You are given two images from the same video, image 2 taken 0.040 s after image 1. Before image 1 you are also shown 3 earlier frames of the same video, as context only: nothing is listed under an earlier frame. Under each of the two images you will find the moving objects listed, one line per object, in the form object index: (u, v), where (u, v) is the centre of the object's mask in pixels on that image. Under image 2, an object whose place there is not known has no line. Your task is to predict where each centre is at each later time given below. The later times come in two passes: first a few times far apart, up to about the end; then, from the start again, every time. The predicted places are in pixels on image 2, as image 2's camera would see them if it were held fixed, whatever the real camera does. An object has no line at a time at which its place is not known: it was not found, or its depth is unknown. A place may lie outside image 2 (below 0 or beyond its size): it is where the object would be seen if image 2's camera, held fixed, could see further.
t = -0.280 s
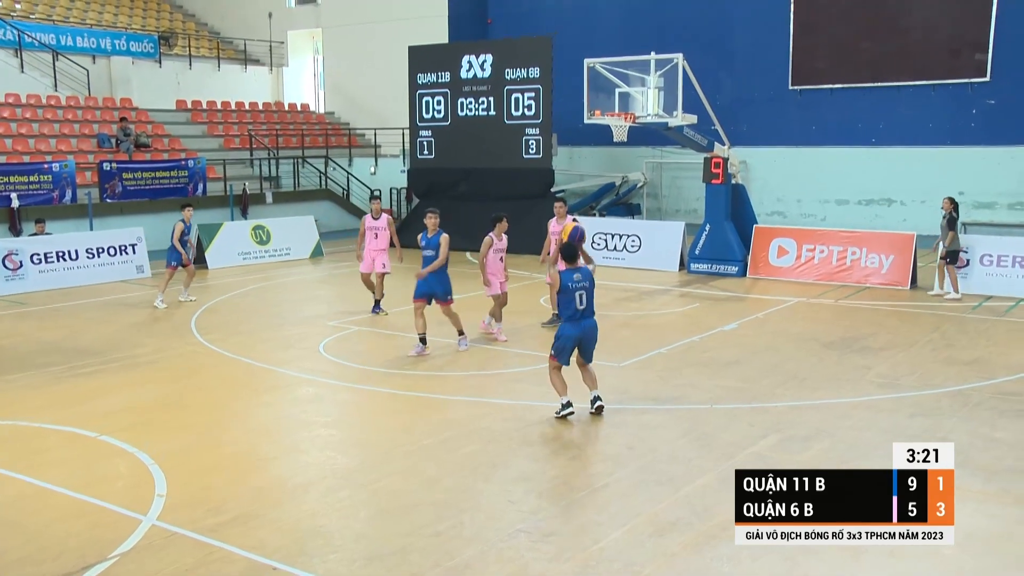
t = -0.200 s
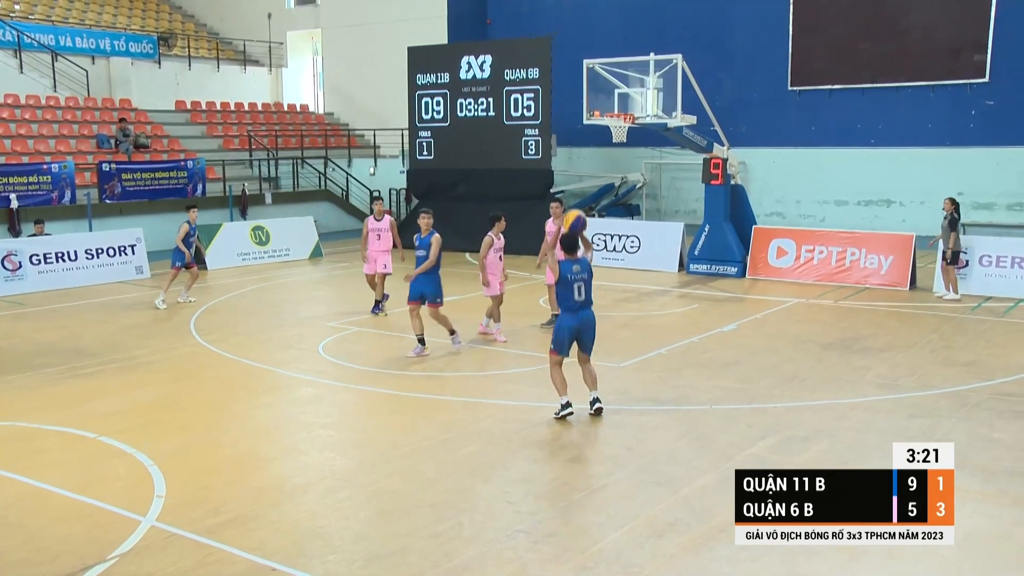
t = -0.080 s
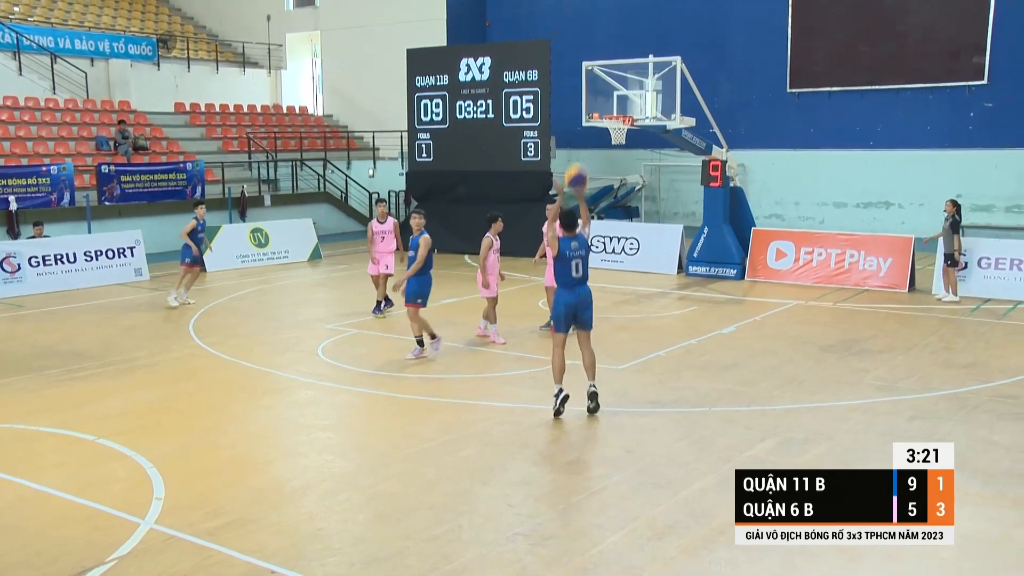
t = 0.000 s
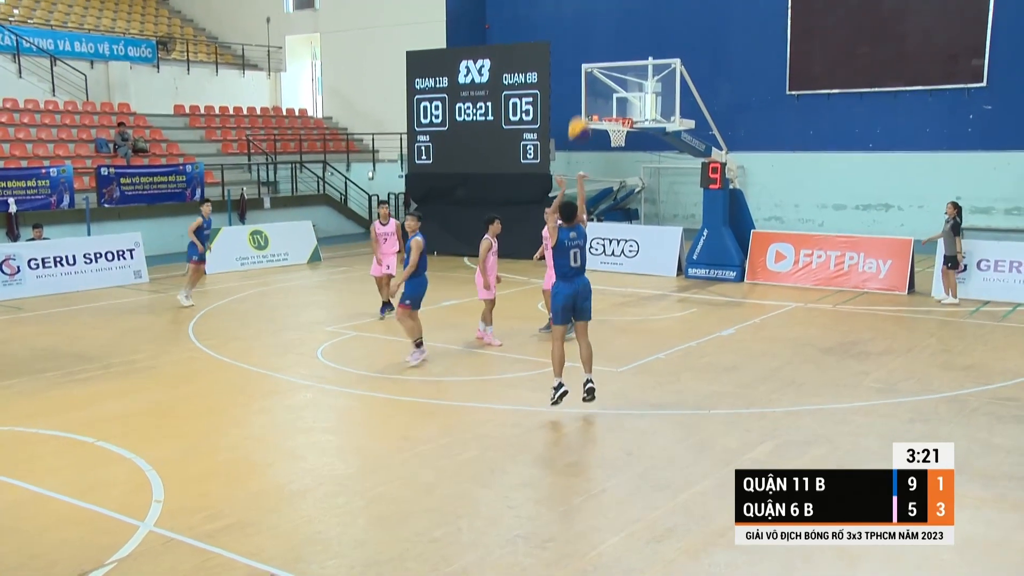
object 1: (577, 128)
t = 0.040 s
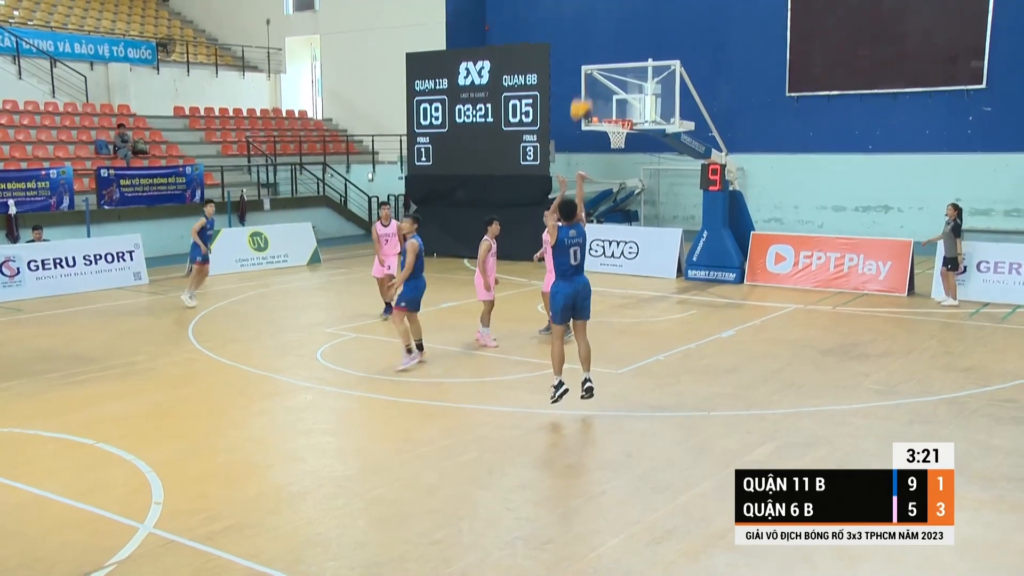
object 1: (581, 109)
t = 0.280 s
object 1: (592, 17)
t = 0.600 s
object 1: (602, -12)
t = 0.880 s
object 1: (608, 26)
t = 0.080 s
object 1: (582, 90)
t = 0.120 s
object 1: (585, 70)
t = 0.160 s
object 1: (587, 54)
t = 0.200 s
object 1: (589, 40)
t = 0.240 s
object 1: (590, 28)
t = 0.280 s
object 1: (592, 17)
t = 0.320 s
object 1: (594, 8)
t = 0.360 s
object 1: (595, 1)
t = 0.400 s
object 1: (596, -4)
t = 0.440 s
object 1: (598, -8)
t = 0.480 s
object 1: (599, -11)
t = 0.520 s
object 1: (600, -13)
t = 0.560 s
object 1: (601, -13)
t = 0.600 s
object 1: (602, -12)
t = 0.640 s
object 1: (603, -9)
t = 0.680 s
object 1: (604, -6)
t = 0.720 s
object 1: (605, -1)
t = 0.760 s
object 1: (605, 4)
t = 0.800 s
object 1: (606, 10)
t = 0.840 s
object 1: (607, 17)
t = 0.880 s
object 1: (608, 26)
